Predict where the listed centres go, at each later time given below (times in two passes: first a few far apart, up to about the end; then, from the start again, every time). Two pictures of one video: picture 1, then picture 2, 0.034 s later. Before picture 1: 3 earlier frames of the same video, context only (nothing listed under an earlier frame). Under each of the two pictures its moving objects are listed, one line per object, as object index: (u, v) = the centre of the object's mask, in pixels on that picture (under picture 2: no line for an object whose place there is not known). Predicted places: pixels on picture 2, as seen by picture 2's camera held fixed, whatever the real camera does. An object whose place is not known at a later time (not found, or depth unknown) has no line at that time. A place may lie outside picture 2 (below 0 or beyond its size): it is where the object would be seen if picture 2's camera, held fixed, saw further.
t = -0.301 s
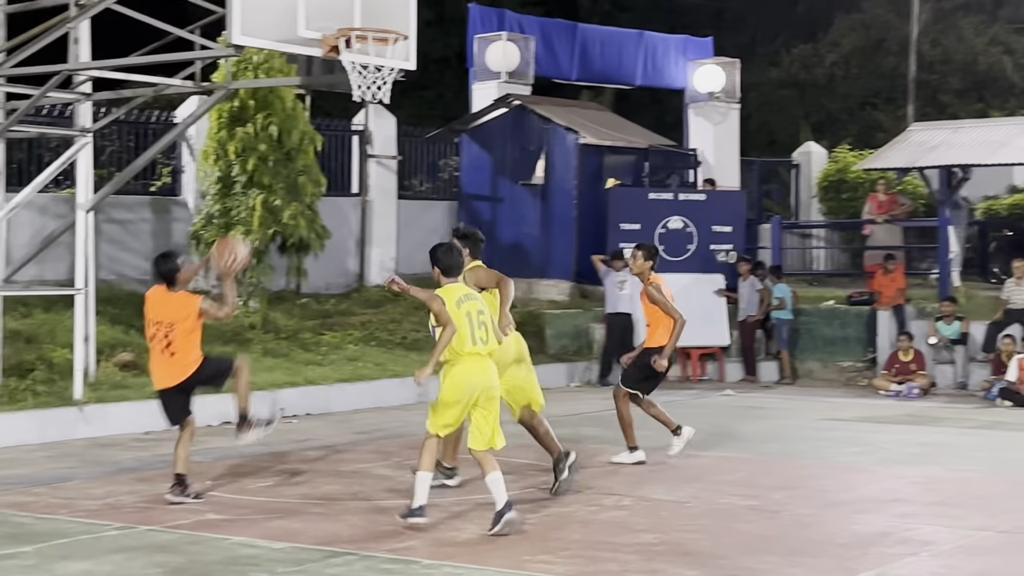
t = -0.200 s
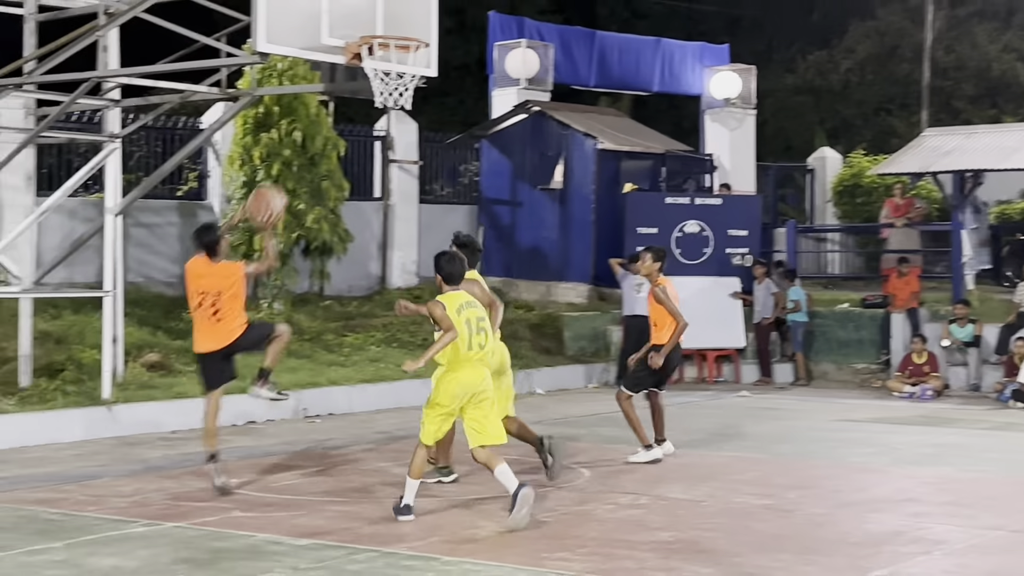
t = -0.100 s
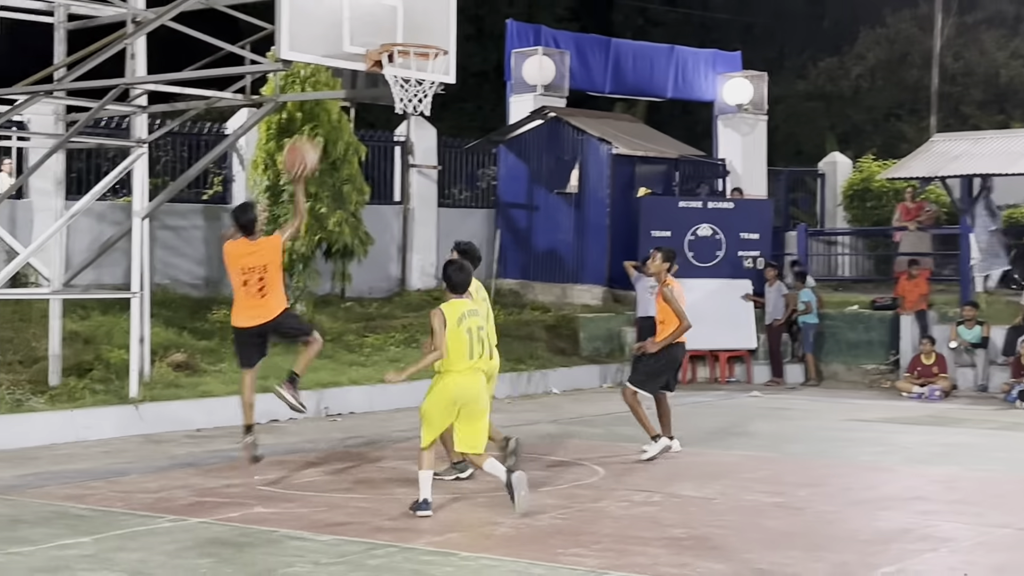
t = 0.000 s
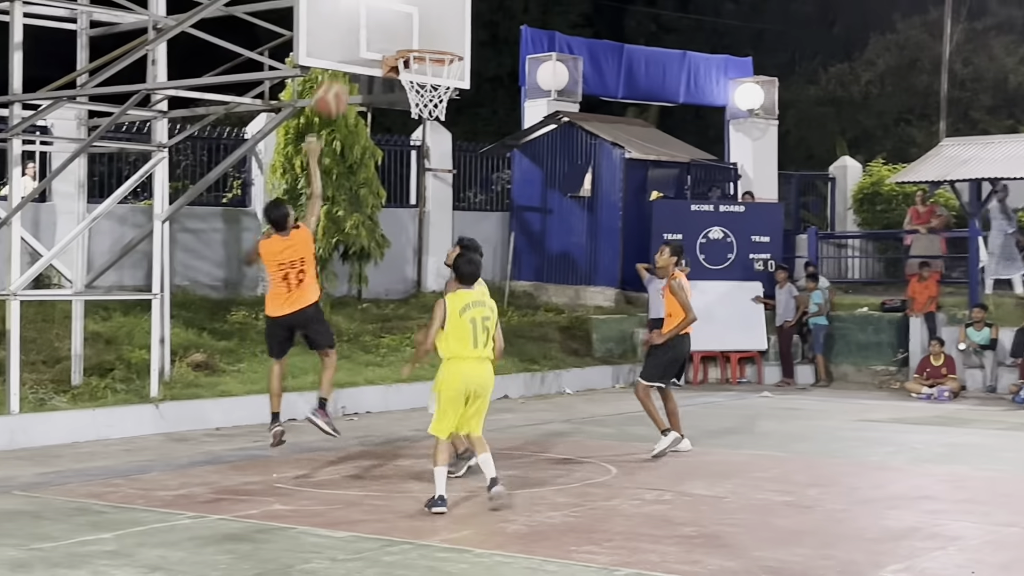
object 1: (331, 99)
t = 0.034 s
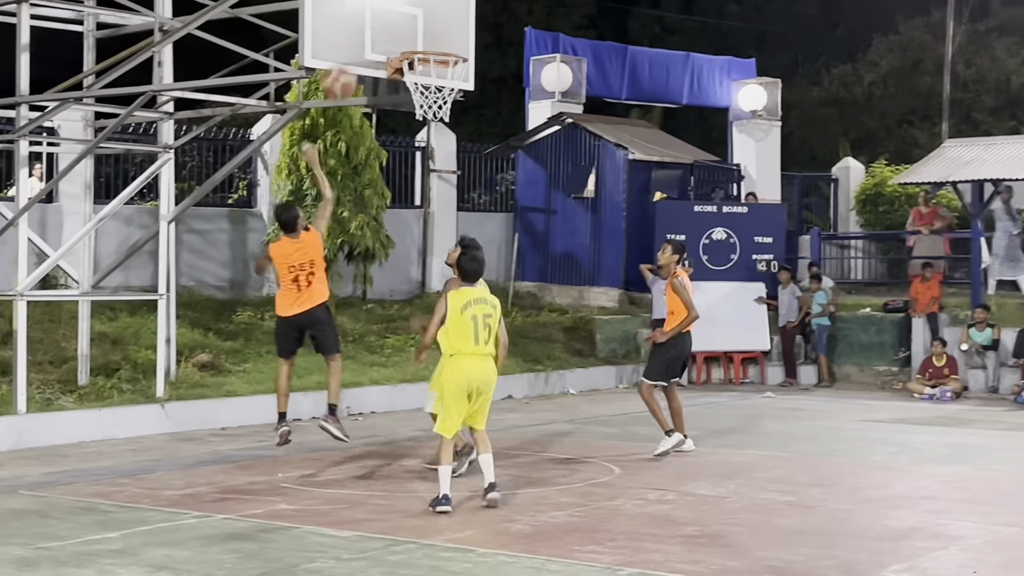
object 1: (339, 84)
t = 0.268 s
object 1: (371, 16)
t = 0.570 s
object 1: (445, 56)
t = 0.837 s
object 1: (452, 101)
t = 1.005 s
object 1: (443, 134)
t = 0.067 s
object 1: (342, 67)
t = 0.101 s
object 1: (346, 51)
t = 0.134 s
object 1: (349, 41)
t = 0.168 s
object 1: (352, 31)
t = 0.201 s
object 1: (355, 22)
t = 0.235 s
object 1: (361, 17)
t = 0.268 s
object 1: (371, 16)
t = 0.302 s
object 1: (381, 16)
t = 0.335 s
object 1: (390, 18)
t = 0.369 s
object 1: (400, 21)
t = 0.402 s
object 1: (410, 25)
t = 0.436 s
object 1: (428, 39)
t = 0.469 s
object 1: (435, 42)
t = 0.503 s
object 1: (439, 42)
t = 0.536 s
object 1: (443, 45)
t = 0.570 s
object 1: (445, 56)
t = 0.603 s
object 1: (442, 68)
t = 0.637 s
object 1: (450, 75)
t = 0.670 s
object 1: (456, 80)
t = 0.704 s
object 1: (458, 82)
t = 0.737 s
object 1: (457, 85)
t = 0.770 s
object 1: (457, 93)
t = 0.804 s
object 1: (457, 96)
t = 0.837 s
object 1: (452, 101)
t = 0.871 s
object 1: (451, 107)
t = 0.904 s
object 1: (451, 110)
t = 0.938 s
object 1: (449, 120)
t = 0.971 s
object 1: (445, 126)
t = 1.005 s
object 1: (443, 134)
